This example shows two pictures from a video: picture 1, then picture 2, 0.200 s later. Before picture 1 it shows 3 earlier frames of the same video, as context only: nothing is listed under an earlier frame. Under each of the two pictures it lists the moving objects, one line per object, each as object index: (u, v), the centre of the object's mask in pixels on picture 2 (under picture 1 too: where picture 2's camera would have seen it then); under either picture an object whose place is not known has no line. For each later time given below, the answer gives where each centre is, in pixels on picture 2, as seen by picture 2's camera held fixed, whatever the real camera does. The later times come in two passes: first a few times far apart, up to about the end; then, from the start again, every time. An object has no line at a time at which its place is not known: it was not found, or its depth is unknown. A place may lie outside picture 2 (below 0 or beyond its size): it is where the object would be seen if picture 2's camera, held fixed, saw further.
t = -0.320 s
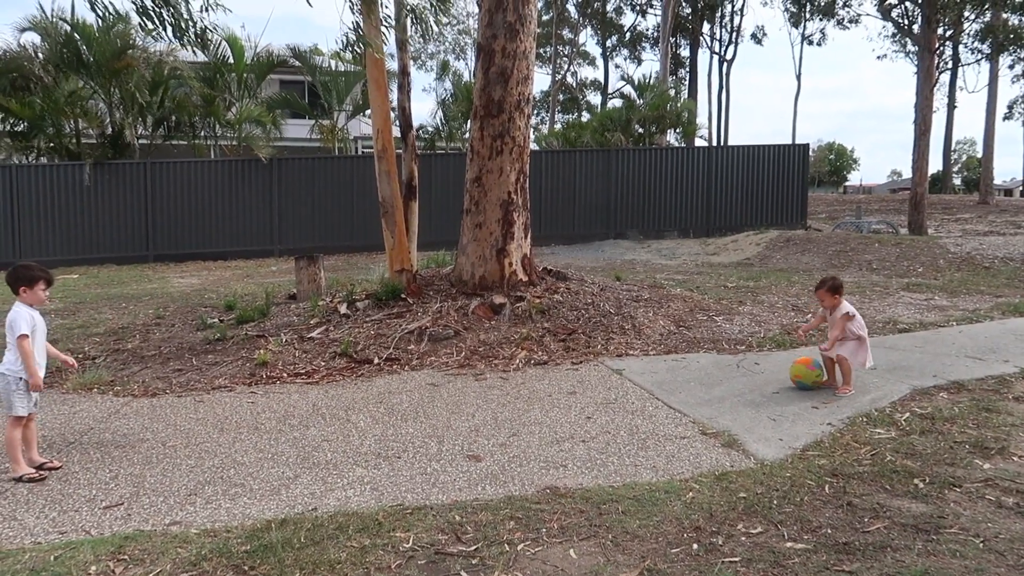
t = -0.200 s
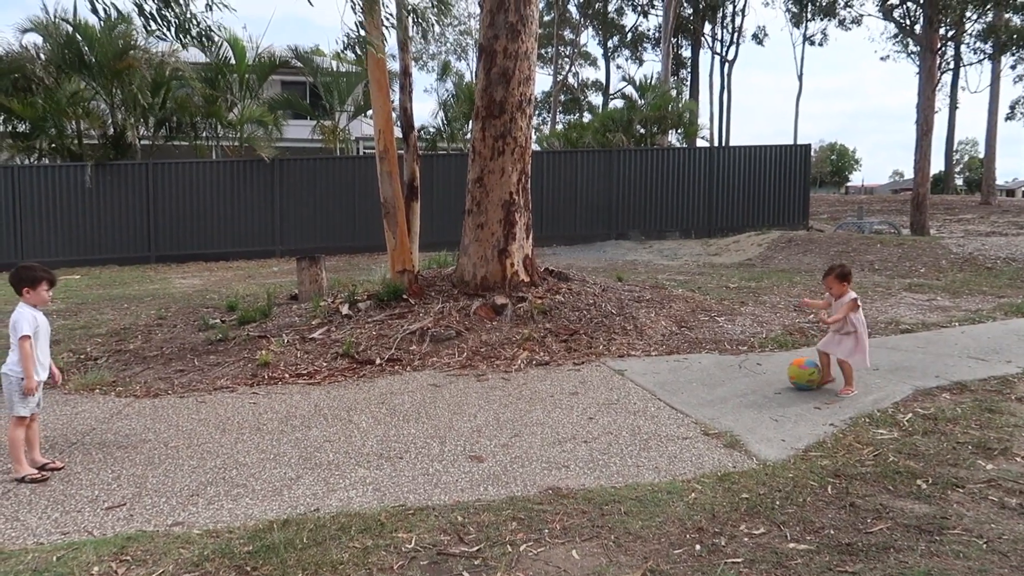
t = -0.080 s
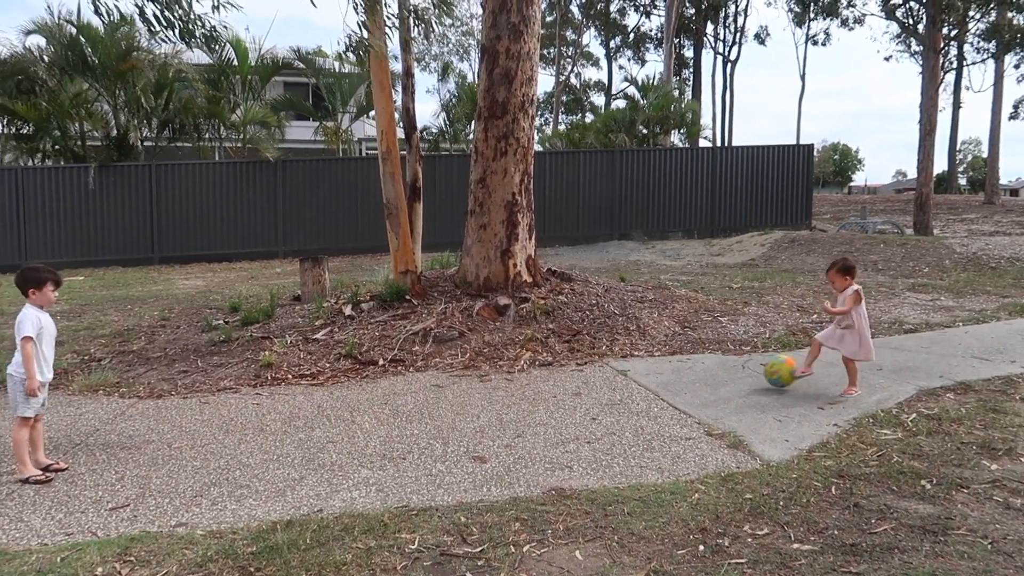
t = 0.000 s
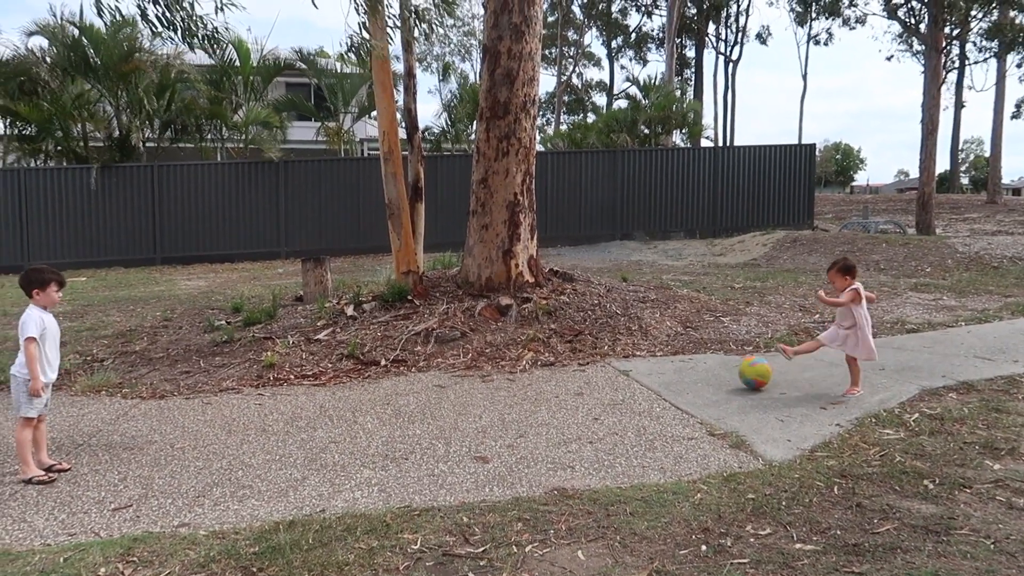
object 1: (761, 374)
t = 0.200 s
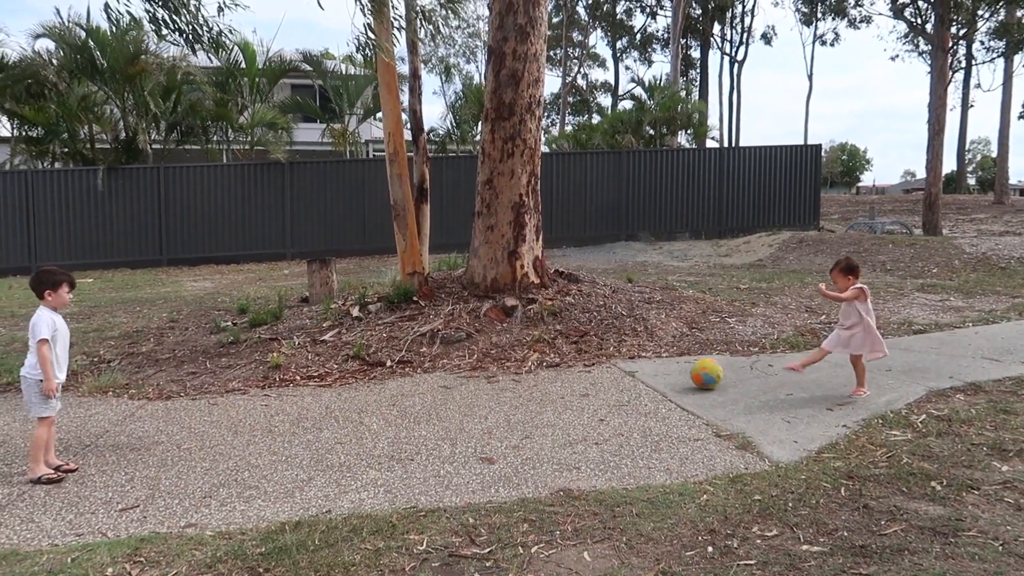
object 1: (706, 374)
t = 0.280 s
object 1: (686, 373)
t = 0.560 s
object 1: (622, 368)
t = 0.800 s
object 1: (576, 370)
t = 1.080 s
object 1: (526, 371)
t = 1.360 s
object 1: (481, 370)
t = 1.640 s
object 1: (439, 370)
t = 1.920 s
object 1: (405, 376)
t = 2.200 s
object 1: (370, 379)
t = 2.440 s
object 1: (340, 384)
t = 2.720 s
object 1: (308, 388)
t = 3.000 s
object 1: (278, 393)
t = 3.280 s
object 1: (248, 399)
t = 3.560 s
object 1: (220, 405)
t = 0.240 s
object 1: (696, 372)
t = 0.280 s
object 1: (686, 373)
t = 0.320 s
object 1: (676, 372)
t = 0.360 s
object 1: (666, 372)
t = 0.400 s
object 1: (657, 373)
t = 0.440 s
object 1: (647, 373)
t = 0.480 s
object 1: (638, 370)
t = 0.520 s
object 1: (630, 367)
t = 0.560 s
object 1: (622, 368)
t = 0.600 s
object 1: (614, 370)
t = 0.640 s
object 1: (606, 370)
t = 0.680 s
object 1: (598, 368)
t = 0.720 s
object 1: (590, 367)
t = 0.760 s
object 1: (583, 369)
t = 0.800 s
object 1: (576, 370)
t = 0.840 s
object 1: (568, 368)
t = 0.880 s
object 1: (561, 368)
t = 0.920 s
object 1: (554, 370)
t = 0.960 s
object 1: (546, 369)
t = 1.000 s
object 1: (539, 368)
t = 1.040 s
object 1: (532, 369)
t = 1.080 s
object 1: (526, 371)
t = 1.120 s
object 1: (519, 369)
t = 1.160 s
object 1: (512, 369)
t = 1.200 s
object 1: (506, 371)
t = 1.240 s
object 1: (499, 370)
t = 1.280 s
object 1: (493, 370)
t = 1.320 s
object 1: (486, 371)
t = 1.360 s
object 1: (481, 370)
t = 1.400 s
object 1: (474, 371)
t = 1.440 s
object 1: (468, 371)
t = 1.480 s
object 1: (462, 371)
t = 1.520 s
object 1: (456, 371)
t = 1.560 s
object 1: (450, 373)
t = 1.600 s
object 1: (444, 372)
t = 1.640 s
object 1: (439, 370)
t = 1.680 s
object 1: (435, 370)
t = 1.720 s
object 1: (430, 373)
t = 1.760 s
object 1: (425, 375)
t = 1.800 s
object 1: (419, 373)
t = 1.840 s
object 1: (415, 373)
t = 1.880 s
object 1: (410, 375)
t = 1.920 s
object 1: (405, 376)
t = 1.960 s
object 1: (400, 376)
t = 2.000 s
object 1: (395, 377)
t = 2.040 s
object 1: (390, 378)
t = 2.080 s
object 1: (385, 377)
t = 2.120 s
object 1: (380, 379)
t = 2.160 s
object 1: (375, 380)
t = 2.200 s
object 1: (370, 379)
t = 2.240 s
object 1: (365, 381)
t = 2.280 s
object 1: (360, 381)
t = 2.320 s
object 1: (355, 382)
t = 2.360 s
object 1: (350, 383)
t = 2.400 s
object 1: (345, 383)
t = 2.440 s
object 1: (340, 384)
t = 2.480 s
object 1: (335, 384)
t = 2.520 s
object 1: (330, 385)
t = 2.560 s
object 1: (326, 386)
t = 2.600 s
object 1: (322, 386)
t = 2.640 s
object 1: (317, 387)
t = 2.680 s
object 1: (313, 388)
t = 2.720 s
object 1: (308, 388)
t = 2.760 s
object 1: (304, 389)
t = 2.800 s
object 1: (299, 390)
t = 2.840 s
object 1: (295, 390)
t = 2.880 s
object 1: (291, 391)
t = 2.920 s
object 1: (287, 391)
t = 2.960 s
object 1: (282, 393)
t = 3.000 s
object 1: (278, 393)
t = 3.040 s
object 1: (274, 394)
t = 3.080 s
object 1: (270, 395)
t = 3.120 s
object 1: (265, 396)
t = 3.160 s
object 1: (261, 397)
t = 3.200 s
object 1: (256, 398)
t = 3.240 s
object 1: (252, 399)
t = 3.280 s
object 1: (248, 399)
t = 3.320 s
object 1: (244, 400)
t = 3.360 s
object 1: (239, 401)
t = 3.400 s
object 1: (235, 401)
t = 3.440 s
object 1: (231, 402)
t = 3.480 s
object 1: (227, 403)
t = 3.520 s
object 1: (224, 404)
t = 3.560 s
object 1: (220, 405)
